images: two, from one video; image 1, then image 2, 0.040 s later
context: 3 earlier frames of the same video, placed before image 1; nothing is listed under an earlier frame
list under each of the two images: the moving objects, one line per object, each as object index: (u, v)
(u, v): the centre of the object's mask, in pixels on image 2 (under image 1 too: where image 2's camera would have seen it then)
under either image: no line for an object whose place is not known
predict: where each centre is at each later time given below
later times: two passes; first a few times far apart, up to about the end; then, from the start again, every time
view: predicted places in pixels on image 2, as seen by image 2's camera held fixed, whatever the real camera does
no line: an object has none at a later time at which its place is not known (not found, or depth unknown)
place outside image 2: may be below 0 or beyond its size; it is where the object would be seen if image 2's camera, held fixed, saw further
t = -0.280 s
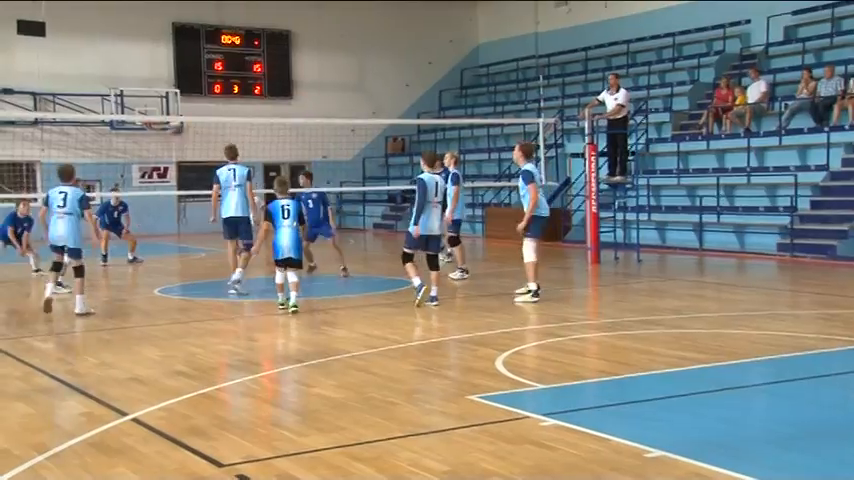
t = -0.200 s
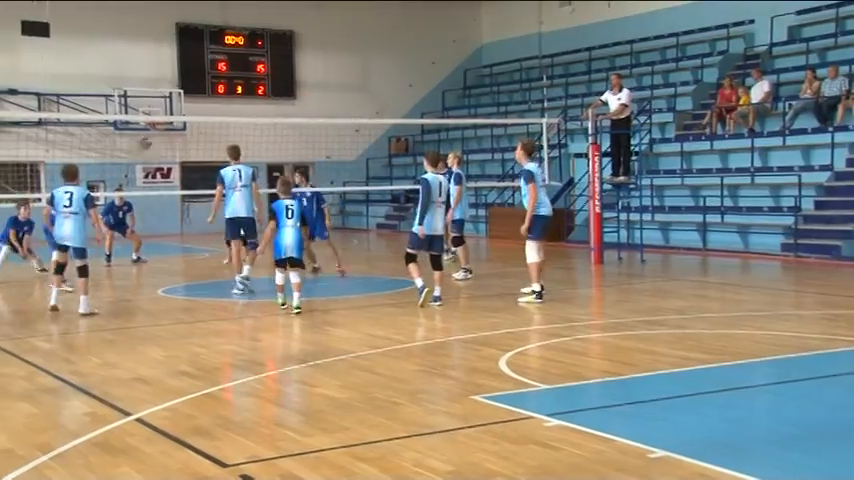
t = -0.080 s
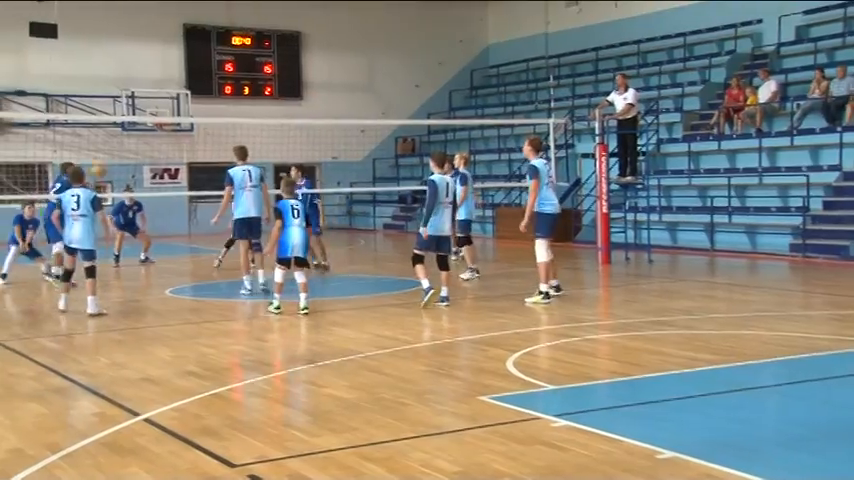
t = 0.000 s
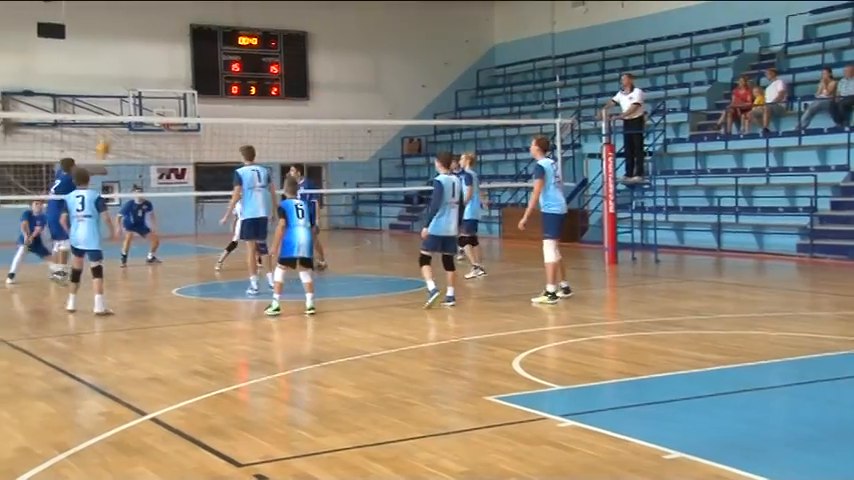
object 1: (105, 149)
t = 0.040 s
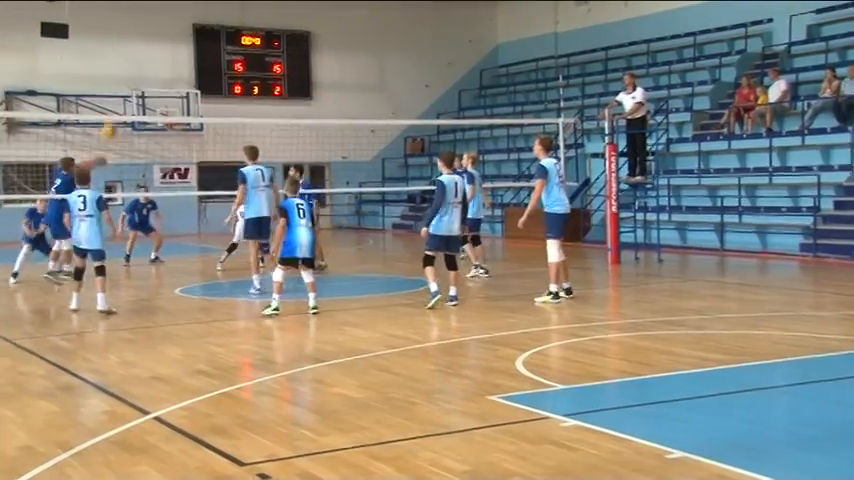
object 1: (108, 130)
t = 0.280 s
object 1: (130, 50)
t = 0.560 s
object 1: (153, 8)
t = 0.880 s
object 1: (181, 24)
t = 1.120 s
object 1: (205, 80)
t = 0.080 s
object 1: (111, 111)
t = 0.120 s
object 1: (115, 99)
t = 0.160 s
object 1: (118, 85)
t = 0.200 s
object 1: (123, 73)
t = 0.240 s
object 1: (126, 61)
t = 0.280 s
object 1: (130, 50)
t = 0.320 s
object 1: (132, 42)
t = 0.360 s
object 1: (135, 33)
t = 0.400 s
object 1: (139, 26)
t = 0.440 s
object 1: (142, 19)
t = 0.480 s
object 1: (145, 15)
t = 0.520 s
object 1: (149, 10)
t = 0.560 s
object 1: (153, 8)
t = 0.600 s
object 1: (156, 7)
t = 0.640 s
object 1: (160, 6)
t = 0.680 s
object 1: (164, 7)
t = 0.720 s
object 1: (167, 7)
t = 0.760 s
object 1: (170, 10)
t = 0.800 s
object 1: (174, 14)
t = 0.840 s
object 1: (178, 18)
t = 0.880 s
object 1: (181, 24)
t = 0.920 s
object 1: (186, 31)
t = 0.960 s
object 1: (190, 39)
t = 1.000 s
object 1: (194, 48)
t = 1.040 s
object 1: (198, 57)
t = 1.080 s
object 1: (202, 67)
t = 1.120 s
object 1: (205, 80)
